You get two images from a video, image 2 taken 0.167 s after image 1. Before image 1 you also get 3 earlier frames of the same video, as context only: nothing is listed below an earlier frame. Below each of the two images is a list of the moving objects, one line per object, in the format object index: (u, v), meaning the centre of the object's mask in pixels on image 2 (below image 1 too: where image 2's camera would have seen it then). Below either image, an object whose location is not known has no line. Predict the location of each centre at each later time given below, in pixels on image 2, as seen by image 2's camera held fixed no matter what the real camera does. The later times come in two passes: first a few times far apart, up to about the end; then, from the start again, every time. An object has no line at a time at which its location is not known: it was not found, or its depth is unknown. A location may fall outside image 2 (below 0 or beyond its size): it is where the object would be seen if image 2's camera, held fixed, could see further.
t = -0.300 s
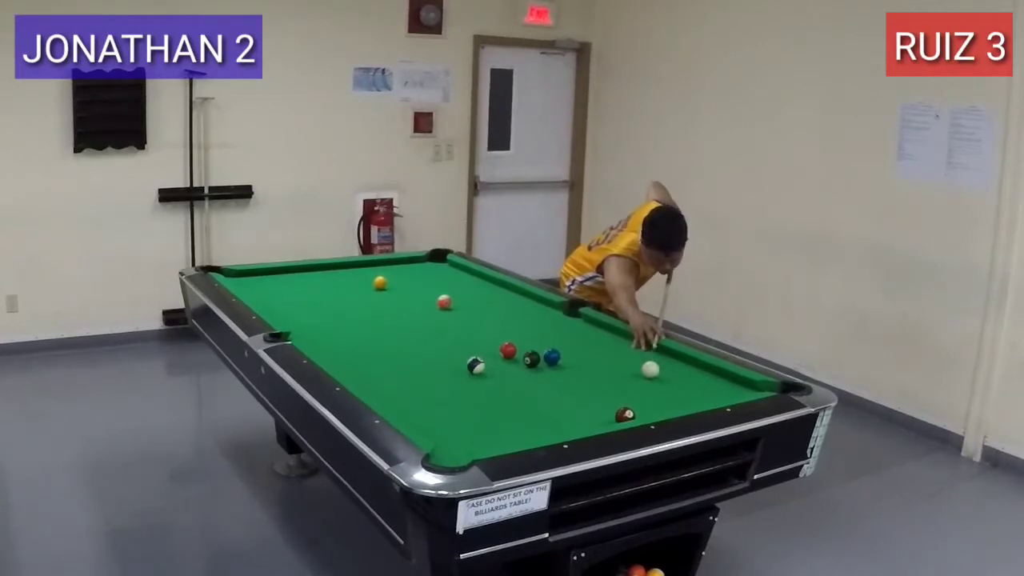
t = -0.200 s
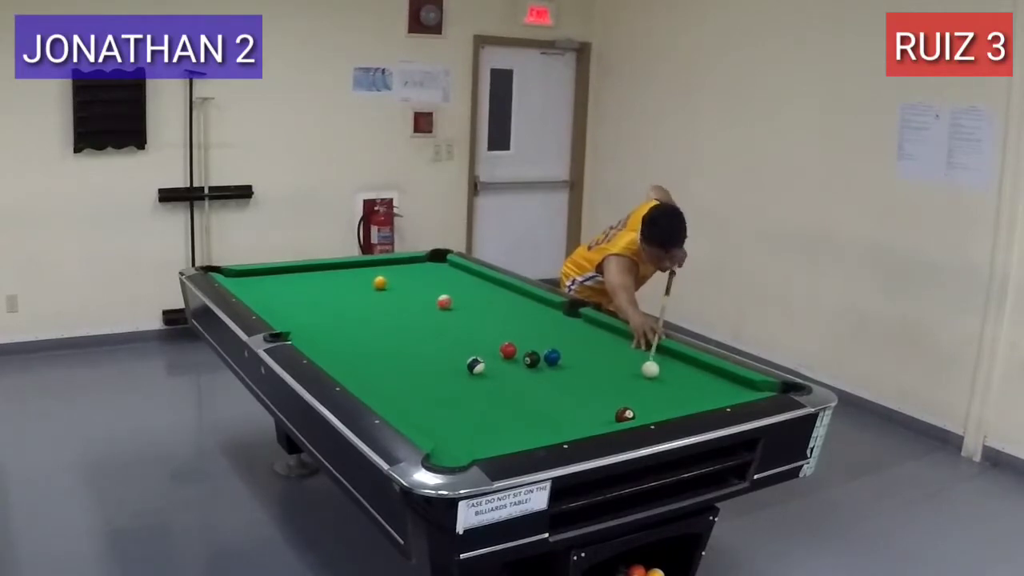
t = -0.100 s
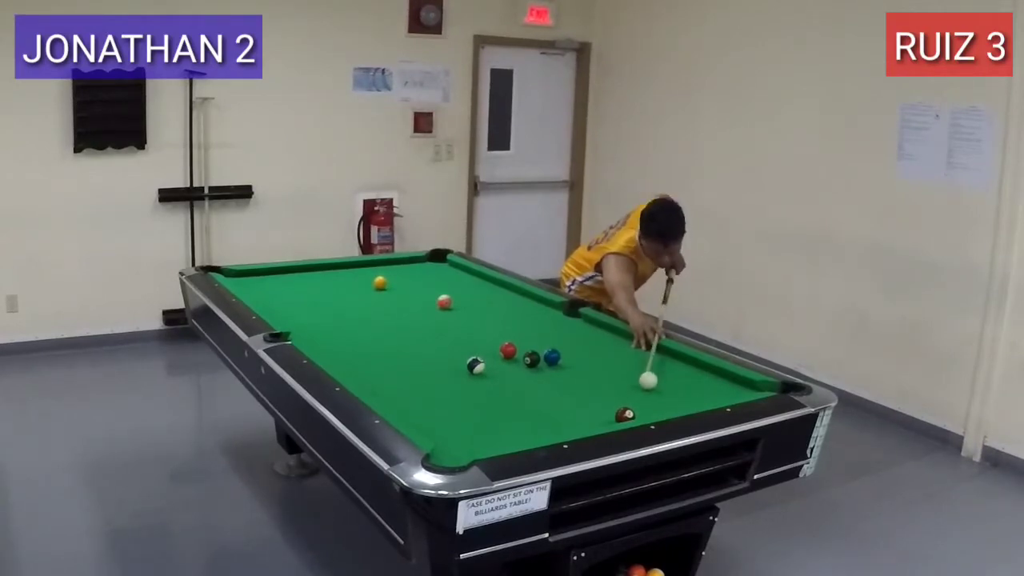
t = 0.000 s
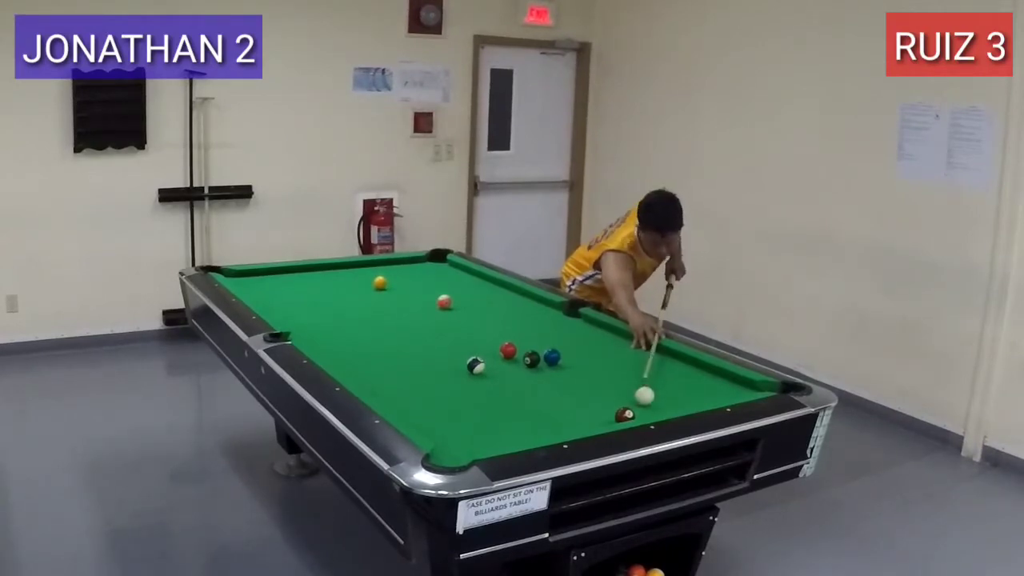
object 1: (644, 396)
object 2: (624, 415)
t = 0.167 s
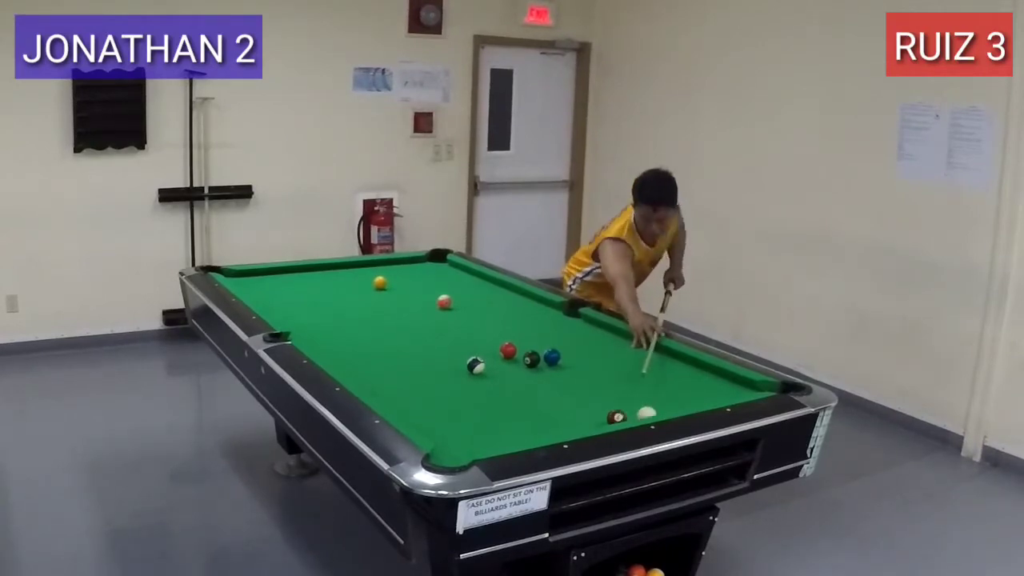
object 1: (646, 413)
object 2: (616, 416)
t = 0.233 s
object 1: (635, 412)
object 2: (606, 419)
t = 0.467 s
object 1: (599, 408)
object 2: (571, 427)
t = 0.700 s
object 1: (565, 403)
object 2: (535, 433)
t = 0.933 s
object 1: (535, 398)
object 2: (500, 439)
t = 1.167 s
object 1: (507, 393)
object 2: (465, 447)
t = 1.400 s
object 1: (482, 389)
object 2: (452, 451)
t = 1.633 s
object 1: (459, 385)
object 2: (467, 453)
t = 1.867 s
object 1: (440, 381)
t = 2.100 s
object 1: (421, 378)
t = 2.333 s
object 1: (405, 376)
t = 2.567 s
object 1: (391, 373)
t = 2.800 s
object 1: (380, 371)
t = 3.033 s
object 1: (370, 369)
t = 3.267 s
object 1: (362, 367)
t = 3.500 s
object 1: (356, 366)
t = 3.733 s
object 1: (351, 366)
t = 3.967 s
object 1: (350, 366)
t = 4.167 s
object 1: (350, 366)
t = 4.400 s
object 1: (350, 366)
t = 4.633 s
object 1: (350, 366)
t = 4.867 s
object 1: (350, 366)
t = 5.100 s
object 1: (350, 366)
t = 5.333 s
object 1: (350, 366)
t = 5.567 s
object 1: (350, 366)
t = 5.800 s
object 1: (350, 366)
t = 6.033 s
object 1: (350, 366)
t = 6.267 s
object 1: (350, 366)
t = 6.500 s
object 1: (351, 366)
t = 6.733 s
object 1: (350, 366)
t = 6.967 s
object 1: (350, 366)
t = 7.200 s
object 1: (351, 366)
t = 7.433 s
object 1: (350, 366)
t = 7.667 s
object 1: (351, 366)
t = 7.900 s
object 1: (350, 366)
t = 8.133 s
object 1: (350, 366)
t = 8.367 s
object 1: (350, 366)
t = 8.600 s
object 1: (350, 366)
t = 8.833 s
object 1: (350, 366)
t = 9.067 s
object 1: (350, 366)
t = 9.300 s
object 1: (350, 366)
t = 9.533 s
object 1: (351, 366)
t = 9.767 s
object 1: (351, 366)
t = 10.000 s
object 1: (350, 366)
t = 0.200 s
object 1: (641, 412)
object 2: (611, 418)
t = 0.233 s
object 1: (635, 412)
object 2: (606, 419)
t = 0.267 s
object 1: (630, 412)
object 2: (601, 420)
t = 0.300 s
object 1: (625, 411)
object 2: (596, 422)
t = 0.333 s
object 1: (619, 411)
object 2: (592, 423)
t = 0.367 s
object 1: (614, 411)
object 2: (587, 424)
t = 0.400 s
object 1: (609, 410)
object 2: (582, 425)
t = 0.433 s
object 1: (604, 409)
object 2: (576, 427)
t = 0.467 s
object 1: (599, 408)
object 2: (571, 427)
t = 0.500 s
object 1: (594, 408)
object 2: (566, 428)
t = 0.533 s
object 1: (589, 407)
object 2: (561, 429)
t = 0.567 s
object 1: (584, 406)
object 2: (557, 430)
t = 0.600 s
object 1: (580, 405)
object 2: (551, 431)
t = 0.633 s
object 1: (574, 404)
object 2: (545, 432)
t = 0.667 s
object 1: (570, 404)
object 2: (540, 433)
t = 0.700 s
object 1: (565, 403)
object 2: (535, 433)
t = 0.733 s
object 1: (561, 402)
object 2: (530, 434)
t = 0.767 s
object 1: (556, 402)
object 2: (525, 435)
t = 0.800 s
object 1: (552, 401)
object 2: (520, 436)
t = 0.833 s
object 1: (547, 400)
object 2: (515, 437)
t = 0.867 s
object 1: (543, 399)
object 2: (510, 438)
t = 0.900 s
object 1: (539, 399)
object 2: (504, 439)
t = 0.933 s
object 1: (535, 398)
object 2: (500, 439)
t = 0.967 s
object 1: (531, 397)
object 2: (495, 440)
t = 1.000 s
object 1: (526, 396)
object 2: (490, 441)
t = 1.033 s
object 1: (522, 396)
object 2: (485, 442)
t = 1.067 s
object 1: (519, 395)
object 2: (480, 444)
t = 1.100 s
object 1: (515, 394)
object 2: (475, 445)
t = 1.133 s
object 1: (511, 394)
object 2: (470, 446)
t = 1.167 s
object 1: (507, 393)
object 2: (465, 447)
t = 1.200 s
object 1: (503, 392)
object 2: (461, 447)
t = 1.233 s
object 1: (499, 392)
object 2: (456, 448)
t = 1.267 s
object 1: (496, 391)
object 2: (451, 448)
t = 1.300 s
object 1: (492, 391)
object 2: (447, 449)
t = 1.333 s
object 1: (489, 390)
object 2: (447, 450)
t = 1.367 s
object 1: (485, 389)
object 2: (449, 450)
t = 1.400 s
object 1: (482, 389)
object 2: (452, 451)
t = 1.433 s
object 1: (479, 388)
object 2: (454, 451)
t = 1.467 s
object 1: (475, 388)
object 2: (456, 452)
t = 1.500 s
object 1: (472, 387)
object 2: (459, 453)
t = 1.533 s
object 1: (469, 386)
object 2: (461, 453)
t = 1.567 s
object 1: (466, 386)
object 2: (463, 453)
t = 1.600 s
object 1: (462, 385)
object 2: (465, 453)
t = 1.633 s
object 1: (459, 385)
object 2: (467, 453)
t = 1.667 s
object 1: (456, 384)
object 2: (469, 453)
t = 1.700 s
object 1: (453, 384)
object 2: (468, 453)
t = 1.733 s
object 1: (451, 383)
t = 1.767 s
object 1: (448, 383)
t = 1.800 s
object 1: (445, 382)
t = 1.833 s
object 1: (442, 382)
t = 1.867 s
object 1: (440, 381)
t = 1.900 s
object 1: (436, 381)
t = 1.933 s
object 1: (434, 380)
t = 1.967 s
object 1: (432, 380)
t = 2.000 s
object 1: (429, 380)
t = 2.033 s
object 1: (426, 379)
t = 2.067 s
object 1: (424, 379)
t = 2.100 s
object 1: (421, 378)
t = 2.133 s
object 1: (419, 378)
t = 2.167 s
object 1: (416, 377)
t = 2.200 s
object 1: (414, 377)
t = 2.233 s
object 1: (412, 377)
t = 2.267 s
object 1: (409, 376)
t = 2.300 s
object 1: (407, 376)
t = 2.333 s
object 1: (405, 376)
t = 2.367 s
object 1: (403, 375)
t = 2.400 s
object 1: (401, 375)
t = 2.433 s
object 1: (399, 375)
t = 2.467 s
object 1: (397, 374)
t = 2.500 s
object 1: (395, 374)
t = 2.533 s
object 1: (393, 373)
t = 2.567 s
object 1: (391, 373)
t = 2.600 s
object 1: (389, 373)
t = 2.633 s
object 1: (388, 372)
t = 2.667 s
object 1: (386, 372)
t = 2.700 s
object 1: (384, 372)
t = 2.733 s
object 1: (383, 372)
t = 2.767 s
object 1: (381, 371)
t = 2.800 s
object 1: (380, 371)
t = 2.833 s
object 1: (378, 371)
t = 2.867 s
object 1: (377, 370)
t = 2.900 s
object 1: (375, 370)
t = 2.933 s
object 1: (374, 370)
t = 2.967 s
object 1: (372, 370)
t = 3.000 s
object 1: (371, 369)
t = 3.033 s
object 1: (370, 369)
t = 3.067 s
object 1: (368, 369)
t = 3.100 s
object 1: (367, 369)
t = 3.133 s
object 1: (366, 368)
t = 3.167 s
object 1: (365, 368)
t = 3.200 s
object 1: (364, 368)
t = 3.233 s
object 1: (363, 368)
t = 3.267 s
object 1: (362, 367)
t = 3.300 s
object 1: (361, 367)
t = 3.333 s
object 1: (360, 367)
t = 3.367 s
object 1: (359, 367)
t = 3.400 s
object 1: (358, 367)
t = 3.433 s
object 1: (358, 366)
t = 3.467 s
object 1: (357, 366)
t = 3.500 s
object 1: (356, 366)
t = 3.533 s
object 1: (355, 366)
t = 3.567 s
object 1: (355, 366)
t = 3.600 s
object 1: (354, 366)
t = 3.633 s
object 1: (354, 366)
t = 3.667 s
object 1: (353, 366)
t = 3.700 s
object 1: (352, 366)
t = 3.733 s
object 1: (351, 366)
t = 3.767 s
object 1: (351, 366)
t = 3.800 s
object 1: (351, 366)
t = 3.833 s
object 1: (350, 366)
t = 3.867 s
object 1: (350, 366)
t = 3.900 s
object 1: (350, 366)
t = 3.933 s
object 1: (350, 366)
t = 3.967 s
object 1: (350, 366)
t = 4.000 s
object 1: (350, 366)
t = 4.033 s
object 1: (350, 366)
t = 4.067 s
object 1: (350, 366)
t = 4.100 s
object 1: (350, 366)
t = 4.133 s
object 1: (350, 366)
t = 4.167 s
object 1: (350, 366)
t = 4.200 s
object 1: (350, 366)
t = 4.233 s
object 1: (350, 366)
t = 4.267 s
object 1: (350, 366)
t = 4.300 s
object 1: (350, 366)
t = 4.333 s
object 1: (350, 366)
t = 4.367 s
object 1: (350, 366)
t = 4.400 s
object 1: (350, 366)
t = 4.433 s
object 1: (350, 366)
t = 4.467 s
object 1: (350, 366)
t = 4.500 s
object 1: (350, 366)
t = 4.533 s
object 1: (350, 366)
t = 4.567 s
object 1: (350, 366)
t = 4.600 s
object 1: (350, 366)
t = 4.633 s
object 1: (350, 366)
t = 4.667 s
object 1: (350, 366)
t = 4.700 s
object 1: (350, 366)
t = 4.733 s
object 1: (350, 366)
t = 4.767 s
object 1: (350, 366)
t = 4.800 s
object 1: (350, 366)
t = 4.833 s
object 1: (350, 366)
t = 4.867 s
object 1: (350, 366)
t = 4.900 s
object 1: (350, 366)
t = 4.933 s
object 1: (350, 366)
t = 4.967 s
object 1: (350, 366)
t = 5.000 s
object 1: (350, 366)
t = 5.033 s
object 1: (350, 366)
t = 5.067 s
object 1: (350, 366)
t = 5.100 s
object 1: (350, 366)
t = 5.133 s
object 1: (350, 366)
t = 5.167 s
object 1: (350, 366)
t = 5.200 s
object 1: (350, 366)
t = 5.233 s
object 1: (350, 366)
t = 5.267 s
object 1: (350, 366)
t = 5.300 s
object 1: (351, 366)
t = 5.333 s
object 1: (350, 366)
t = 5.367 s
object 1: (350, 366)
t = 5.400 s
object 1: (350, 366)
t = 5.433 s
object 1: (350, 366)
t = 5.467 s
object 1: (350, 366)
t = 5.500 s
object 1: (350, 366)
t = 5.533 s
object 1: (350, 366)
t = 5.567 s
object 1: (350, 366)
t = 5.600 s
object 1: (350, 366)
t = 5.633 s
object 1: (350, 366)
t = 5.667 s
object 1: (350, 366)
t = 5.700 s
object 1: (350, 366)
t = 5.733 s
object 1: (350, 366)
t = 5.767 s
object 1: (350, 366)
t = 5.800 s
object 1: (350, 366)
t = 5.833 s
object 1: (350, 366)
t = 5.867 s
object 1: (350, 366)
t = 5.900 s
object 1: (350, 366)
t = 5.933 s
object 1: (350, 366)
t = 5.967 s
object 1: (350, 366)
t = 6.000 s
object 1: (350, 366)
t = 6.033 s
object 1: (350, 366)
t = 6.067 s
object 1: (350, 366)
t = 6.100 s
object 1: (350, 366)
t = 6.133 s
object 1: (350, 366)
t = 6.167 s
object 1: (350, 366)
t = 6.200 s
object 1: (350, 366)
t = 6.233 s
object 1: (350, 366)
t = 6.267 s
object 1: (350, 366)
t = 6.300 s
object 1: (350, 366)
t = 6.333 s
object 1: (351, 366)
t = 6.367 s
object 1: (350, 366)
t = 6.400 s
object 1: (350, 366)
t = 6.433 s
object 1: (350, 366)
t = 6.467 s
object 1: (350, 366)
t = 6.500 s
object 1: (351, 366)
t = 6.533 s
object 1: (351, 366)
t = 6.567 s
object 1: (350, 366)
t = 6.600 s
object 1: (351, 366)
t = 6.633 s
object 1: (351, 366)
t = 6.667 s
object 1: (351, 366)
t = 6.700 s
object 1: (351, 366)
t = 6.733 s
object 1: (350, 366)
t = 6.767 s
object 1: (350, 366)
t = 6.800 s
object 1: (350, 366)
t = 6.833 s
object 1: (351, 366)
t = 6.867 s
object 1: (351, 366)
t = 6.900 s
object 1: (351, 366)
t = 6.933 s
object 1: (351, 366)
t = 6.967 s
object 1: (350, 366)
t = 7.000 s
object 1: (350, 366)
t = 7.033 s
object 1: (350, 366)
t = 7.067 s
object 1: (350, 366)
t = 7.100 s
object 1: (350, 366)
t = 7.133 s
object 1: (350, 366)
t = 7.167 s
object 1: (350, 366)
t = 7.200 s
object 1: (351, 366)
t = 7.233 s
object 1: (350, 366)
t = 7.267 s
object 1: (350, 366)
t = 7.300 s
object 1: (350, 366)
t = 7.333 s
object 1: (350, 366)
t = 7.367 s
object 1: (350, 366)
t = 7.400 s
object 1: (350, 366)
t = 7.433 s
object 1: (350, 366)
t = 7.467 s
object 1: (350, 366)
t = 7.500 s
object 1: (350, 366)
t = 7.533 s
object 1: (350, 366)
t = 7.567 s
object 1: (350, 366)
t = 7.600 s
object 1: (350, 366)
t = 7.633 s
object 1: (351, 366)
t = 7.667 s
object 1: (351, 366)
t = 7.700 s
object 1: (350, 366)
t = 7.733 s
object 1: (350, 366)
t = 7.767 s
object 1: (350, 366)
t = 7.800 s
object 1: (350, 366)
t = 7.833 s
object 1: (350, 366)
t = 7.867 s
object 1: (350, 366)
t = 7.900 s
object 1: (350, 366)
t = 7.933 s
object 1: (350, 366)
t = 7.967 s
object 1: (350, 366)
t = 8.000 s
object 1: (350, 366)
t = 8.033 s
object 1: (350, 366)
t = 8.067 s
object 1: (350, 366)
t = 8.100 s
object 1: (350, 366)
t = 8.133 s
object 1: (350, 366)
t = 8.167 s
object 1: (350, 366)
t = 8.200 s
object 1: (350, 366)
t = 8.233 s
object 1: (350, 366)
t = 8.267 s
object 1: (350, 366)
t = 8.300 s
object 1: (350, 366)
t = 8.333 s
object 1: (350, 366)
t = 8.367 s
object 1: (350, 366)
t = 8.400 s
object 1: (350, 366)
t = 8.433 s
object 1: (350, 366)
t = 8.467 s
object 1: (351, 366)
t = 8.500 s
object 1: (351, 366)
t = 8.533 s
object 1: (351, 366)
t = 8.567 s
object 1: (350, 366)
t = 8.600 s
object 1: (350, 366)
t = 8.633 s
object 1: (351, 366)
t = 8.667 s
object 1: (351, 366)
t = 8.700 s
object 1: (350, 366)
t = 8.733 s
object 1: (350, 366)
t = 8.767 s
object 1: (350, 366)
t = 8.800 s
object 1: (350, 366)
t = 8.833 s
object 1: (350, 366)
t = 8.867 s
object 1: (350, 366)
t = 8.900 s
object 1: (350, 366)
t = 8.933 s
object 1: (350, 366)
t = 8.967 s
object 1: (350, 366)
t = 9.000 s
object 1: (350, 366)
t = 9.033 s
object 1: (350, 366)
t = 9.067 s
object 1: (350, 366)
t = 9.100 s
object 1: (350, 366)
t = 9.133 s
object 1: (350, 366)
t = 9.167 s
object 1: (350, 366)
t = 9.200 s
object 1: (350, 366)
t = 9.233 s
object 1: (350, 366)
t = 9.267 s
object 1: (350, 366)
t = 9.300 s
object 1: (350, 366)
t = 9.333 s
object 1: (351, 366)
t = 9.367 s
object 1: (351, 366)
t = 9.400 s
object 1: (350, 366)
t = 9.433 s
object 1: (351, 366)
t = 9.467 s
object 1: (351, 366)
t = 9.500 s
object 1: (351, 366)
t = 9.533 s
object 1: (351, 366)
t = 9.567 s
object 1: (351, 366)
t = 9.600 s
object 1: (351, 366)
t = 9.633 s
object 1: (351, 366)
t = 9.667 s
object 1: (351, 366)
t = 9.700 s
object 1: (351, 366)
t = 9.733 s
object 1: (351, 366)
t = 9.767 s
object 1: (351, 366)
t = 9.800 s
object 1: (351, 366)
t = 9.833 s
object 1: (351, 366)
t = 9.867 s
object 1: (351, 366)
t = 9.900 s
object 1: (351, 366)
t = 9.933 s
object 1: (351, 366)
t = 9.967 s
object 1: (351, 366)
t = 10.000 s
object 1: (350, 366)
